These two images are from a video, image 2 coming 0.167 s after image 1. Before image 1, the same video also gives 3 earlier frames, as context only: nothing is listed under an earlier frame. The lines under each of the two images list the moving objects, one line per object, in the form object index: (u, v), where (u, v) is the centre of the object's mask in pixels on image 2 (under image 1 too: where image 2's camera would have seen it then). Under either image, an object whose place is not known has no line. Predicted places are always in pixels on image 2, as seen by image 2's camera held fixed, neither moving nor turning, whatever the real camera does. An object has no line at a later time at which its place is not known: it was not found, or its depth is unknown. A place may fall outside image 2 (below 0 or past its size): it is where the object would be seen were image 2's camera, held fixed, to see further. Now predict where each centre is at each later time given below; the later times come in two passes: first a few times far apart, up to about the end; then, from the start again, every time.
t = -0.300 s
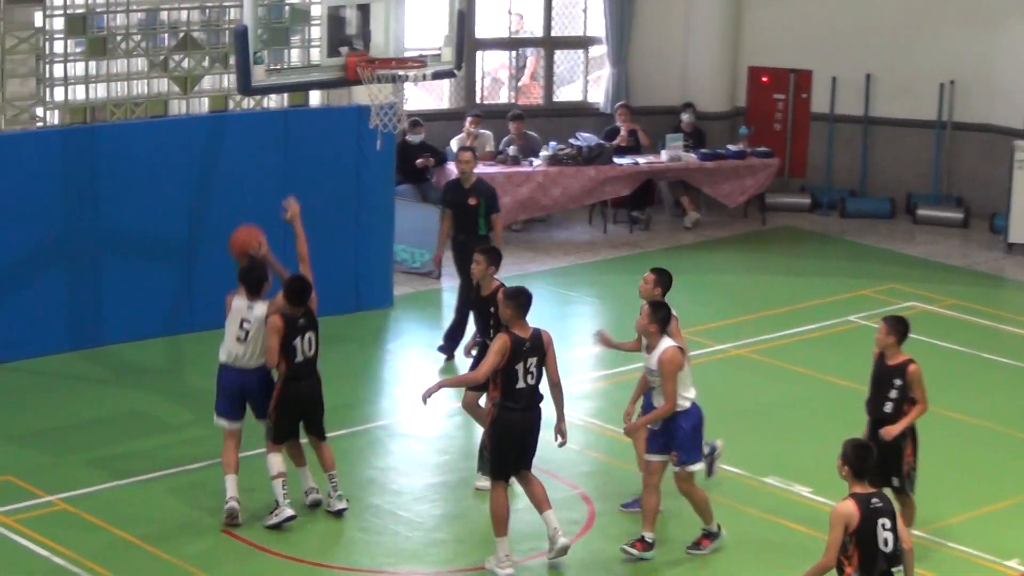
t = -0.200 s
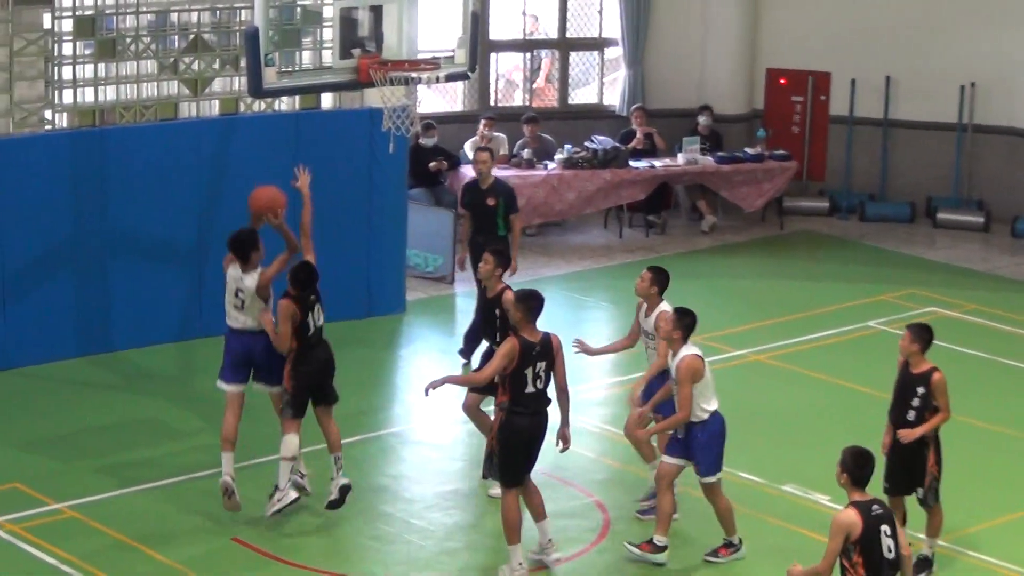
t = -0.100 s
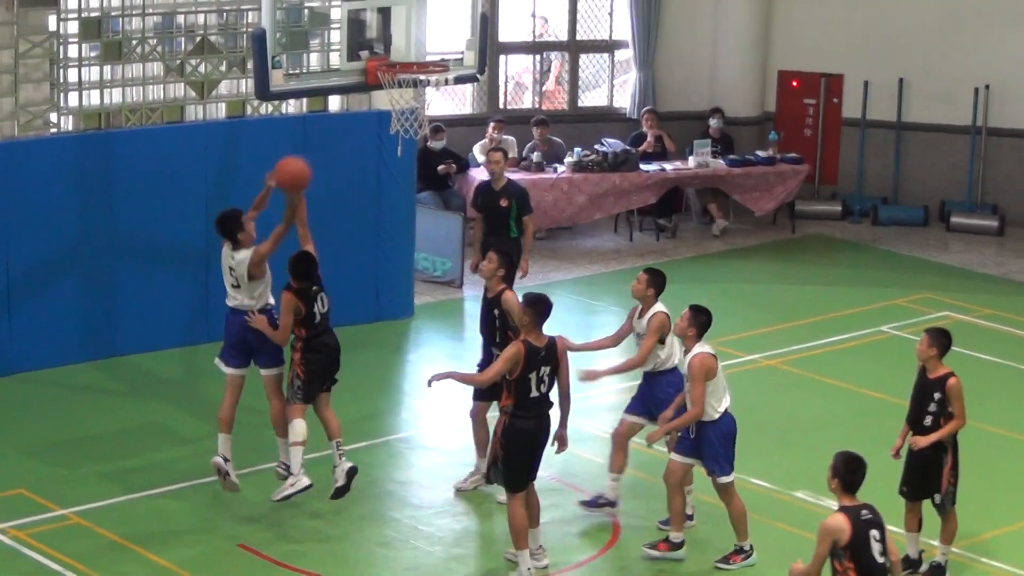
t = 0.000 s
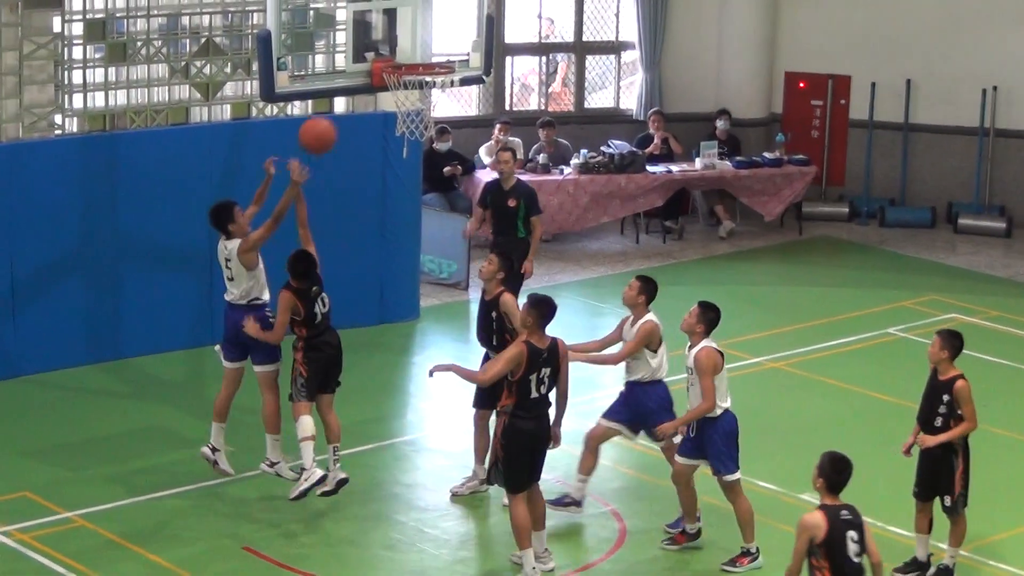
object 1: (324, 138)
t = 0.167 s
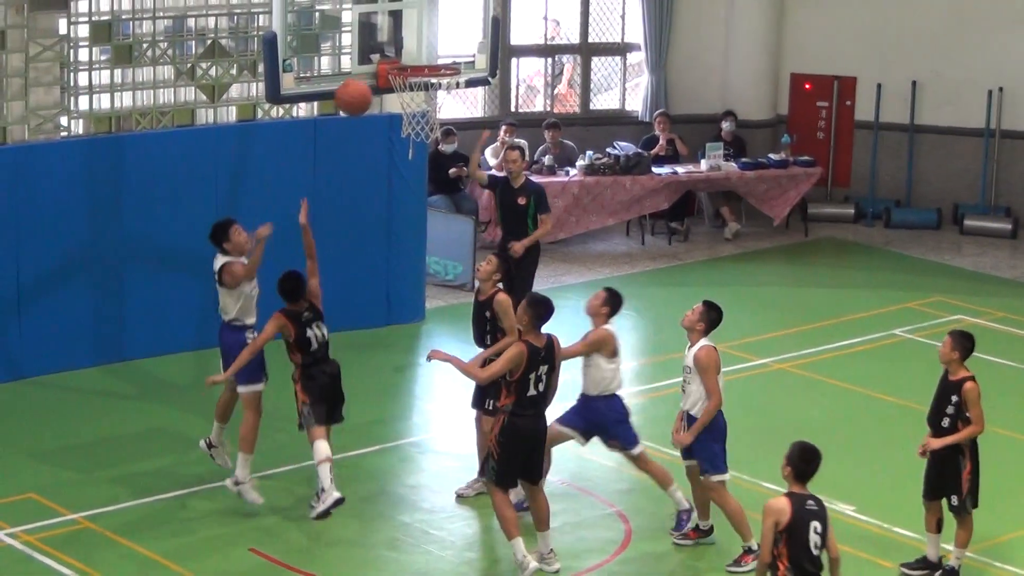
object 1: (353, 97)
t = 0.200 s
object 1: (360, 94)
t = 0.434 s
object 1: (396, 118)
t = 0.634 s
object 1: (424, 194)
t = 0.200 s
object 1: (360, 94)
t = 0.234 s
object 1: (365, 94)
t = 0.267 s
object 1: (371, 94)
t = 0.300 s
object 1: (377, 95)
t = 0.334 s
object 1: (383, 99)
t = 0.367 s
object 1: (388, 104)
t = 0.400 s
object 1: (393, 111)
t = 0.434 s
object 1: (396, 118)
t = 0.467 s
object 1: (400, 127)
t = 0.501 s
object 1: (406, 138)
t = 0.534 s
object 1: (411, 150)
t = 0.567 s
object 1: (416, 163)
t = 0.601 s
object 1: (421, 178)
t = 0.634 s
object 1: (424, 194)
